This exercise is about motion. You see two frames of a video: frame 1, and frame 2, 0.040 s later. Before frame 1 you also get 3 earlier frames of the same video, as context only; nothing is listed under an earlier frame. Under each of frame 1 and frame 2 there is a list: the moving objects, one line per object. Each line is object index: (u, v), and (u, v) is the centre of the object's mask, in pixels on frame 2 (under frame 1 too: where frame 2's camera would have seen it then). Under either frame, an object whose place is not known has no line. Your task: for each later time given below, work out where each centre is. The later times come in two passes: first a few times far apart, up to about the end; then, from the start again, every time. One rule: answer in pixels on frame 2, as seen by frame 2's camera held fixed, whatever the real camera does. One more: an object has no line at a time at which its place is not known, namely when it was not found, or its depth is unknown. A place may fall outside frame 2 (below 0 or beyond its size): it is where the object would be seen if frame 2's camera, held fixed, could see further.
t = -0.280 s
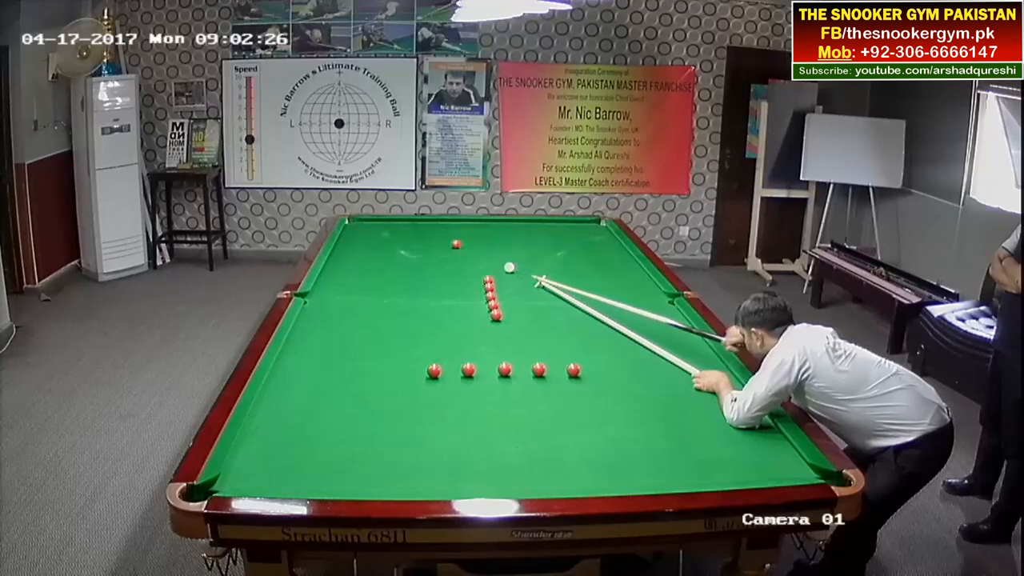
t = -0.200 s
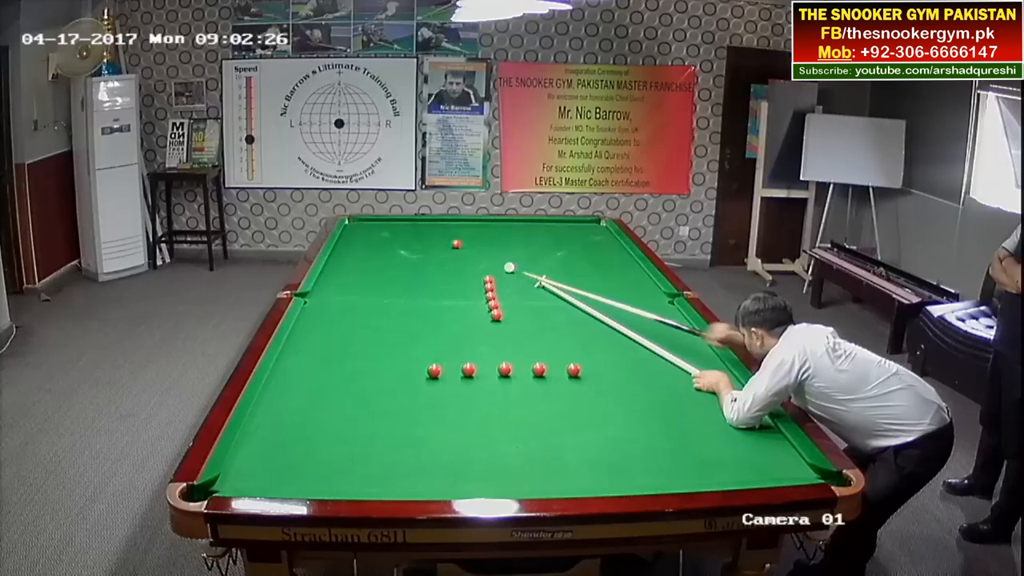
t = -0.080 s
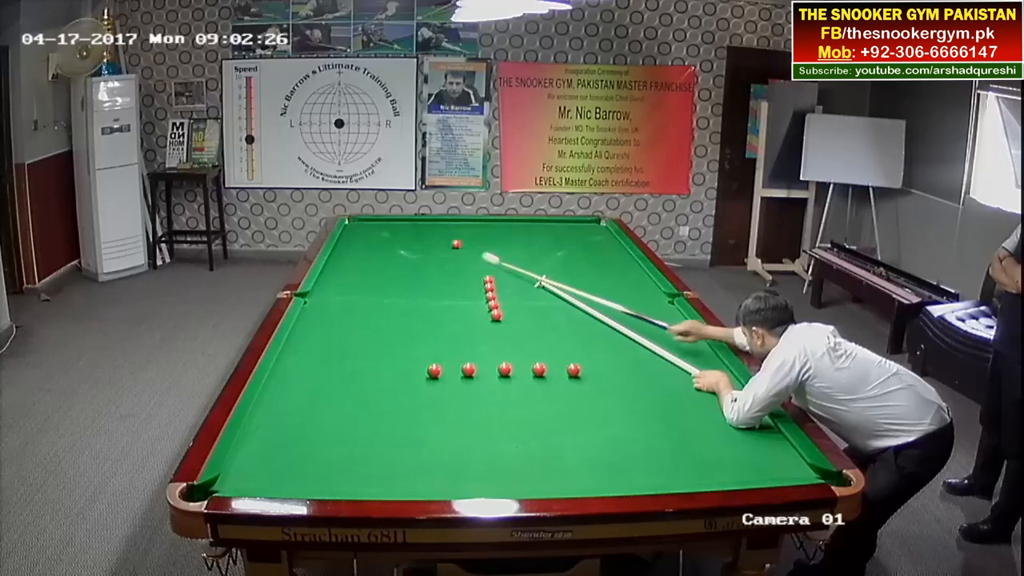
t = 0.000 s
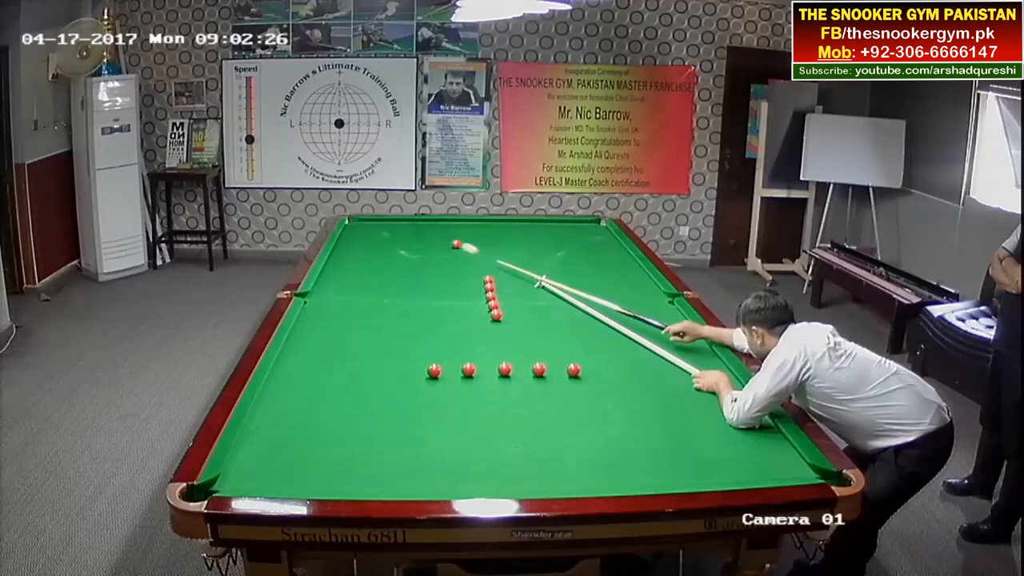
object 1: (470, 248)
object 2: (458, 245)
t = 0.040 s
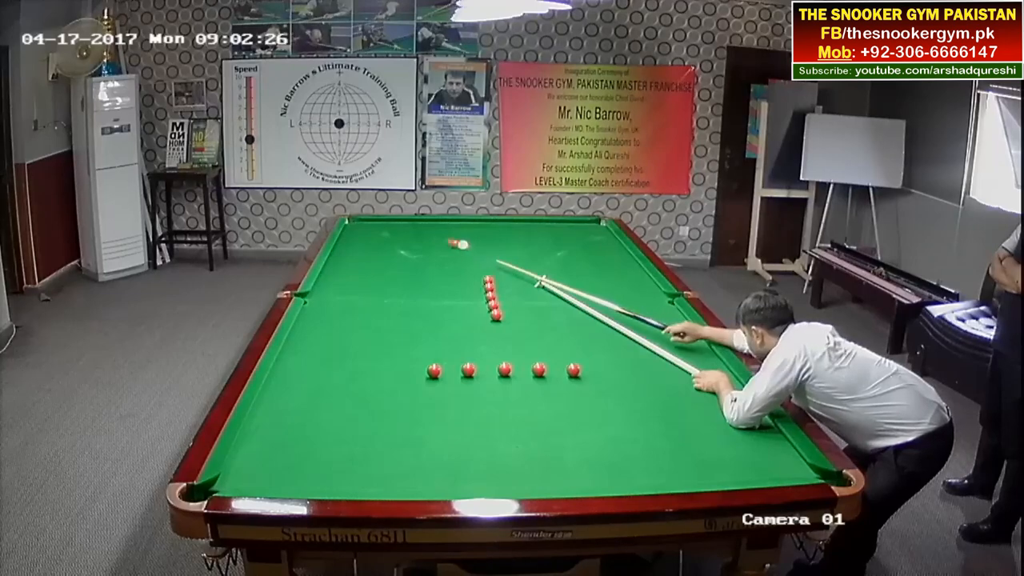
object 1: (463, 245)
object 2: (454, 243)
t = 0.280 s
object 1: (476, 238)
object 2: (394, 228)
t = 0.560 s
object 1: (487, 230)
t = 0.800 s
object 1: (494, 224)
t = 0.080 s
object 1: (466, 244)
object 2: (444, 240)
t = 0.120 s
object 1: (469, 243)
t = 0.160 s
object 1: (471, 241)
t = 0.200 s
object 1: (473, 240)
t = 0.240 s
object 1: (474, 239)
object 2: (403, 230)
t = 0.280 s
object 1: (476, 238)
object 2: (394, 228)
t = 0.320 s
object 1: (478, 237)
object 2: (386, 227)
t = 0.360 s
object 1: (479, 236)
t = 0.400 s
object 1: (481, 235)
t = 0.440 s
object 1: (482, 233)
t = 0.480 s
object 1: (484, 232)
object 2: (357, 219)
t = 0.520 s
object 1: (485, 231)
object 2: (351, 218)
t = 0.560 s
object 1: (487, 230)
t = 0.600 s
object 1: (488, 229)
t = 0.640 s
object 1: (489, 228)
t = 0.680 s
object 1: (490, 227)
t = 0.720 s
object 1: (492, 226)
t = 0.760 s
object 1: (493, 225)
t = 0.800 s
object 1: (494, 224)
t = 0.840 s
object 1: (495, 223)
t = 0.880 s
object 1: (497, 223)
